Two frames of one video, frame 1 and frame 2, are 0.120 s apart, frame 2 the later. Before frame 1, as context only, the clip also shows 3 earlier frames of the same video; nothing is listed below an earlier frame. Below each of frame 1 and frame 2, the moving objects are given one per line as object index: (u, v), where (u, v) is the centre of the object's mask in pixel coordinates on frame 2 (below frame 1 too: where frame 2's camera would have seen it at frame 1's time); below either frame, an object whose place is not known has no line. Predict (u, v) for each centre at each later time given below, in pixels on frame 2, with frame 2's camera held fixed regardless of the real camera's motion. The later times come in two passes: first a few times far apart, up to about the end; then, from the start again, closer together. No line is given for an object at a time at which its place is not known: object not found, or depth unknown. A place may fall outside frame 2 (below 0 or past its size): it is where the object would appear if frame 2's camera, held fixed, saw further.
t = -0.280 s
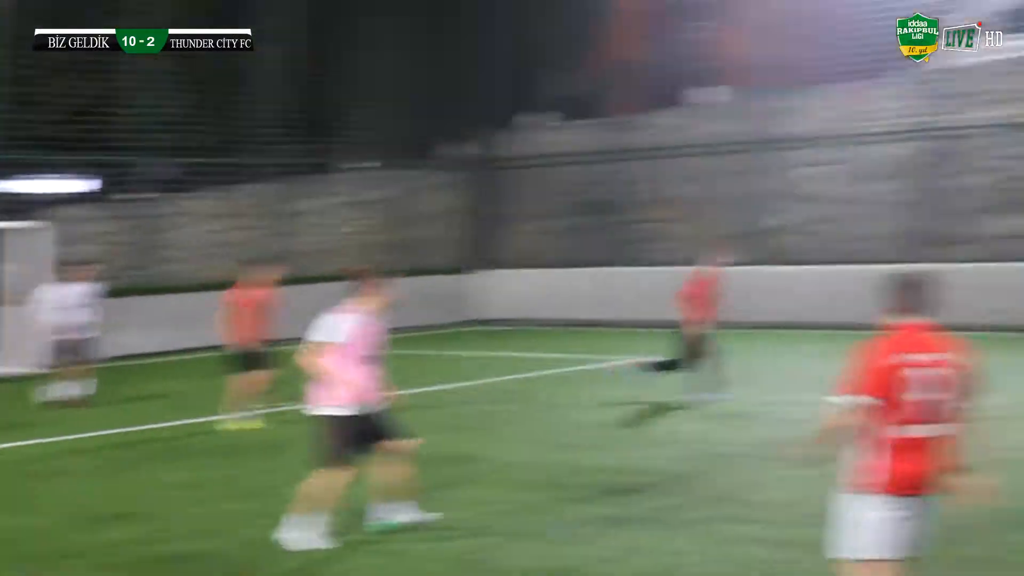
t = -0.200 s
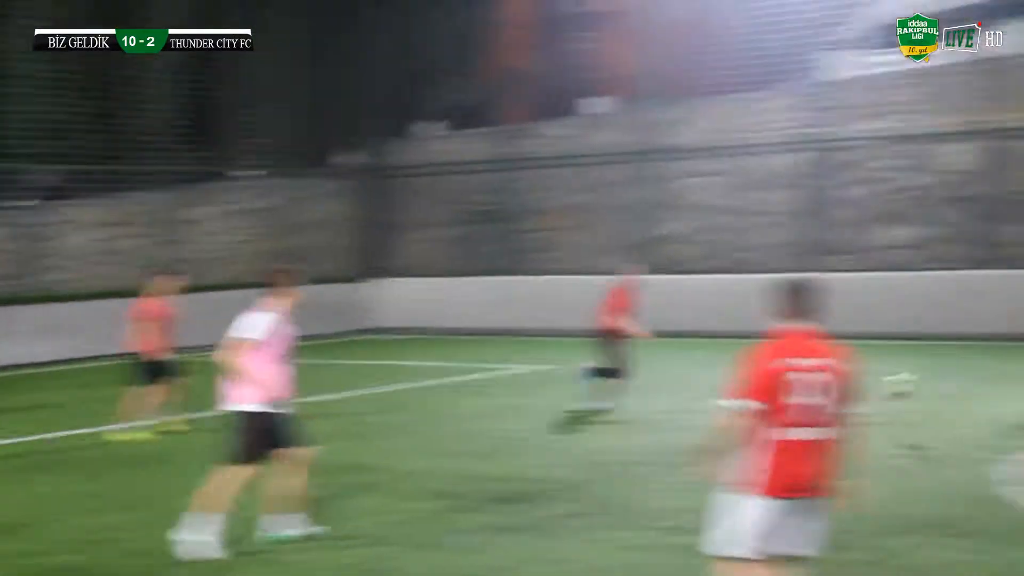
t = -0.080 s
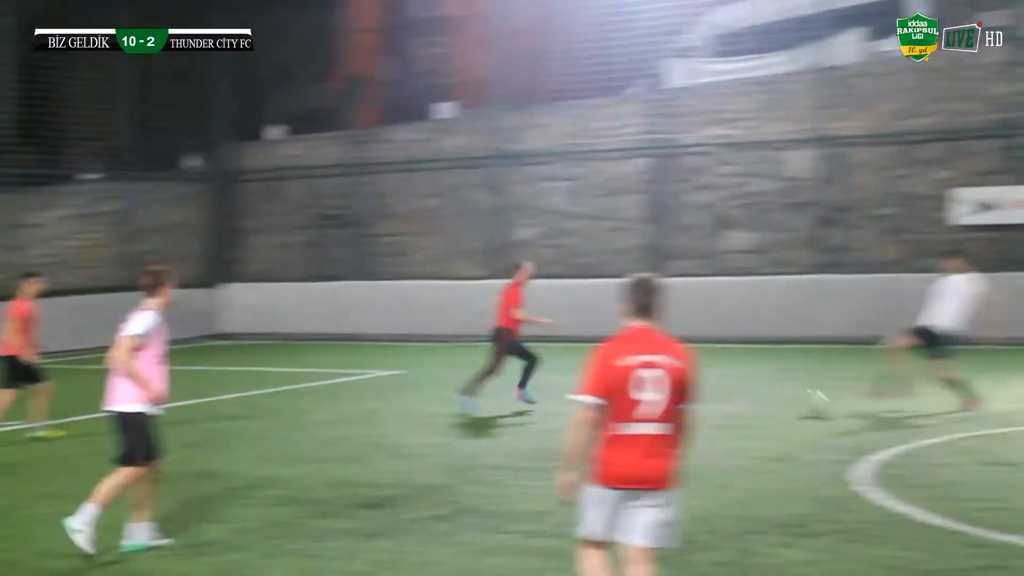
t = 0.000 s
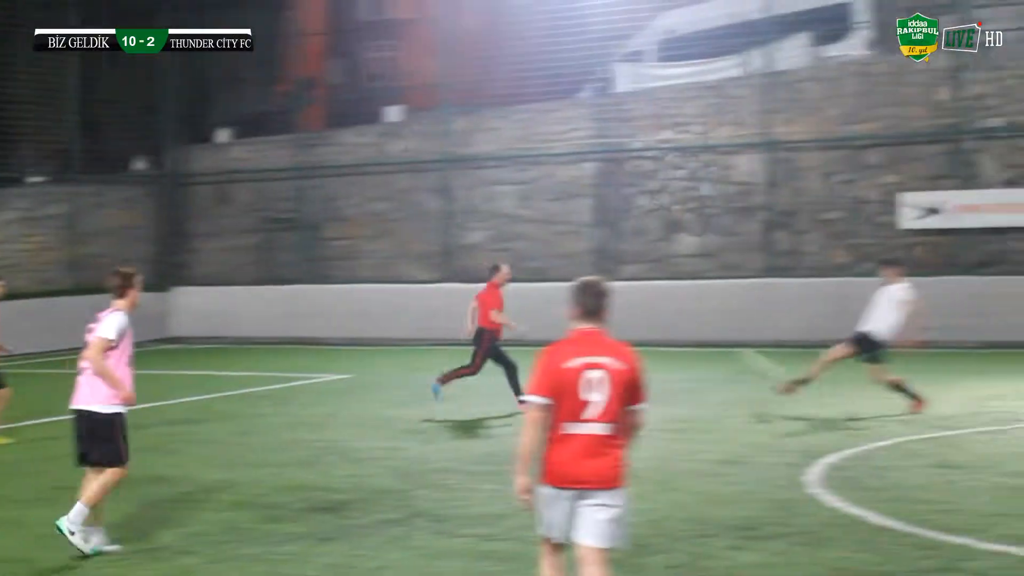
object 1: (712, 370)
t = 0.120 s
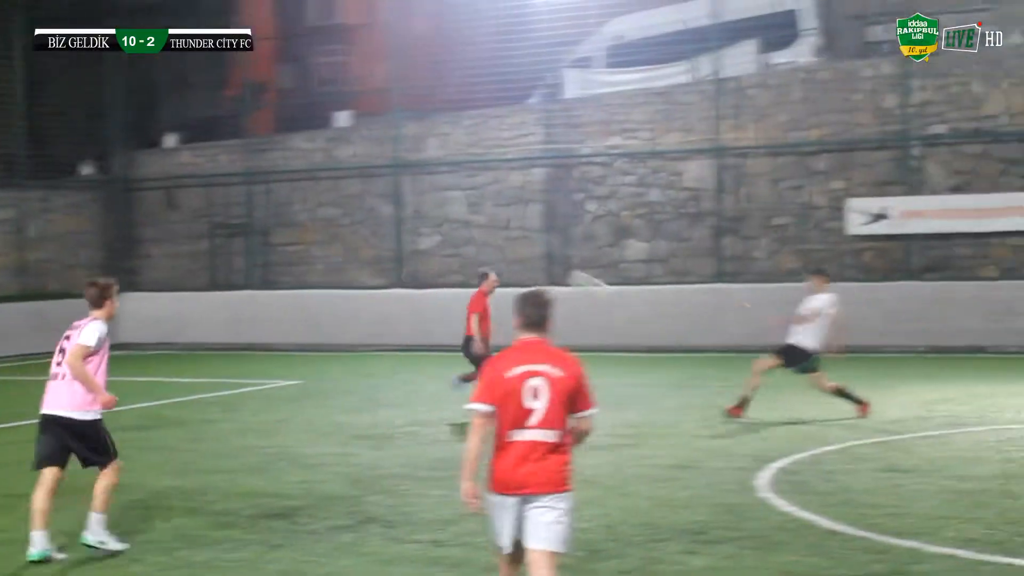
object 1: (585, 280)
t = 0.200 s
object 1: (516, 239)
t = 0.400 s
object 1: (331, 139)
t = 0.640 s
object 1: (130, 69)
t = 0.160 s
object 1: (551, 260)
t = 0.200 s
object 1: (516, 239)
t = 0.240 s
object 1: (479, 215)
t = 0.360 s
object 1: (367, 156)
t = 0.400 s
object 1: (331, 139)
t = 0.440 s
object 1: (296, 123)
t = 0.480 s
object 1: (261, 111)
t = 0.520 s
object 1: (228, 98)
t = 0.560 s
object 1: (196, 87)
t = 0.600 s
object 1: (163, 77)
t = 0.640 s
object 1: (130, 69)
